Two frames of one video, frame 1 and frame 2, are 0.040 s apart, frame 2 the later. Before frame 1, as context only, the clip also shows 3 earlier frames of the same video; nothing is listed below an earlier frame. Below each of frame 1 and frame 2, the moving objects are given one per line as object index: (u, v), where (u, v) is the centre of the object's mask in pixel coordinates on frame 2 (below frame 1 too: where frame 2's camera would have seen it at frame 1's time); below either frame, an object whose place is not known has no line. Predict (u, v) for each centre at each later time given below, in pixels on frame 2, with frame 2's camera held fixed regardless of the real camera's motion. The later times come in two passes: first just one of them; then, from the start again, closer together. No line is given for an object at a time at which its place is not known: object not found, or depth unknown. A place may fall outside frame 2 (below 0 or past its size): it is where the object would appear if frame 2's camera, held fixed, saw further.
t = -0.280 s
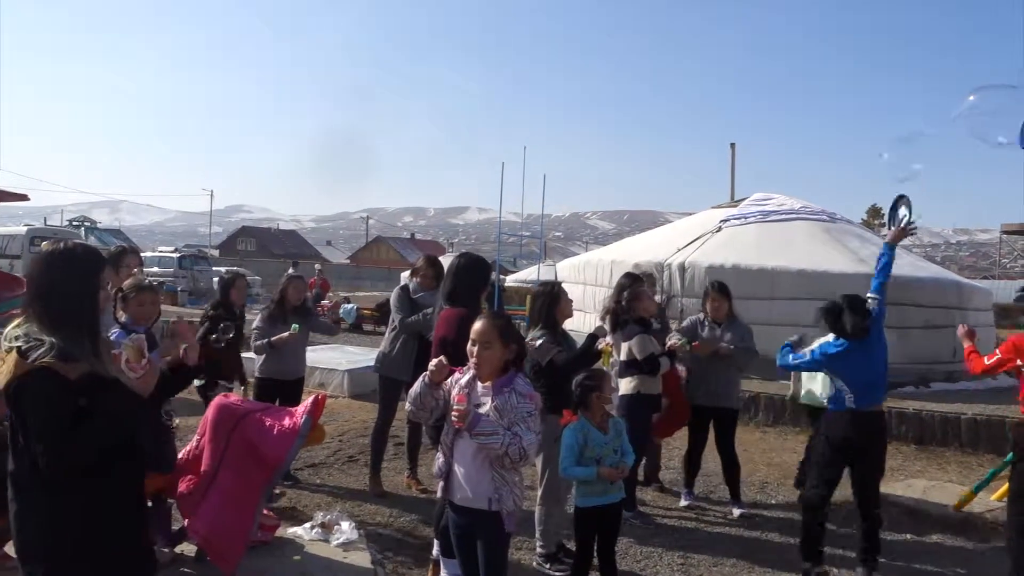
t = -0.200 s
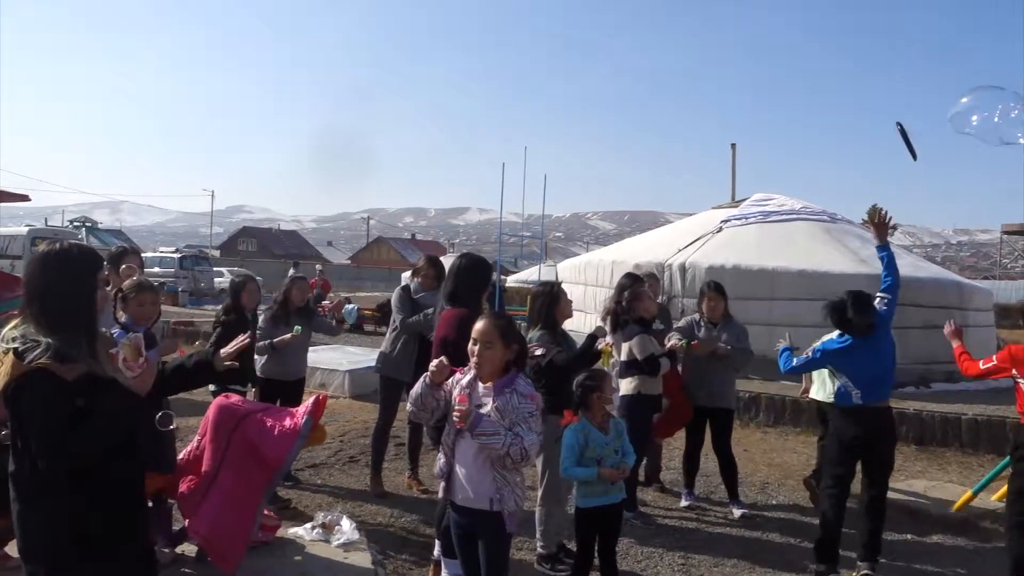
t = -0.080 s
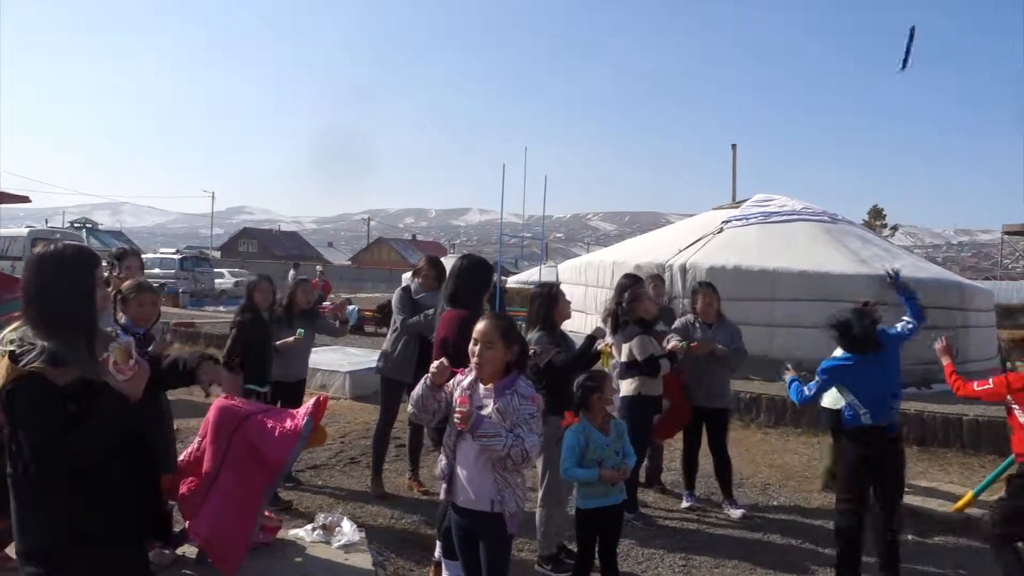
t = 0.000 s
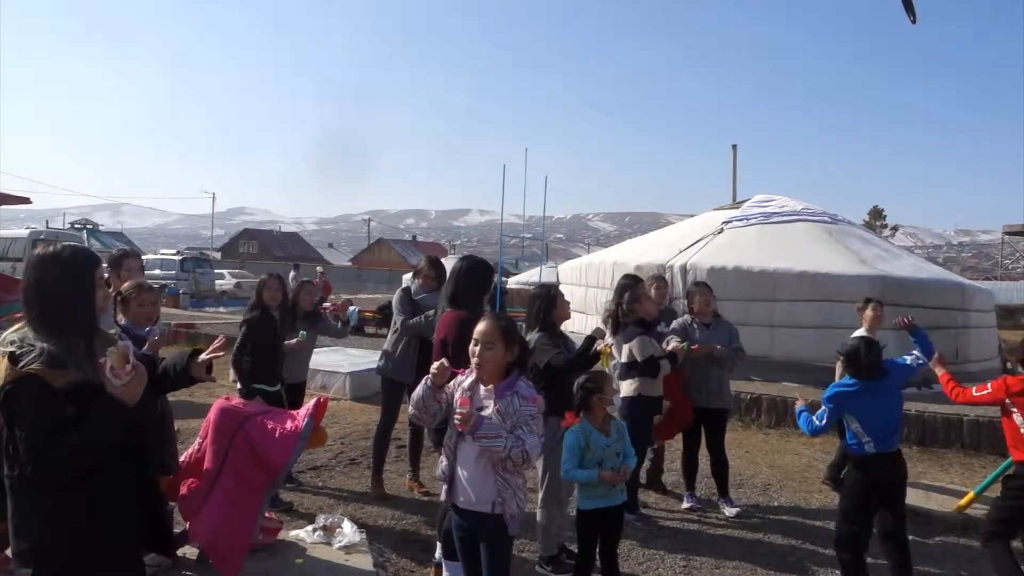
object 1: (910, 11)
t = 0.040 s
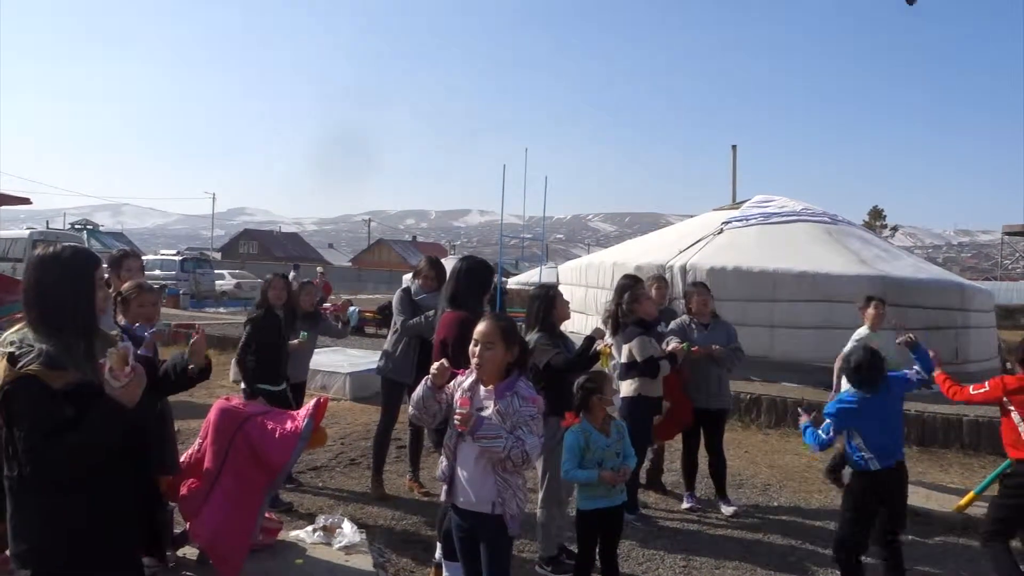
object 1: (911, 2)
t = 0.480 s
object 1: (867, 2)
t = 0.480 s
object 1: (867, 2)
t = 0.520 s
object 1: (860, 12)
